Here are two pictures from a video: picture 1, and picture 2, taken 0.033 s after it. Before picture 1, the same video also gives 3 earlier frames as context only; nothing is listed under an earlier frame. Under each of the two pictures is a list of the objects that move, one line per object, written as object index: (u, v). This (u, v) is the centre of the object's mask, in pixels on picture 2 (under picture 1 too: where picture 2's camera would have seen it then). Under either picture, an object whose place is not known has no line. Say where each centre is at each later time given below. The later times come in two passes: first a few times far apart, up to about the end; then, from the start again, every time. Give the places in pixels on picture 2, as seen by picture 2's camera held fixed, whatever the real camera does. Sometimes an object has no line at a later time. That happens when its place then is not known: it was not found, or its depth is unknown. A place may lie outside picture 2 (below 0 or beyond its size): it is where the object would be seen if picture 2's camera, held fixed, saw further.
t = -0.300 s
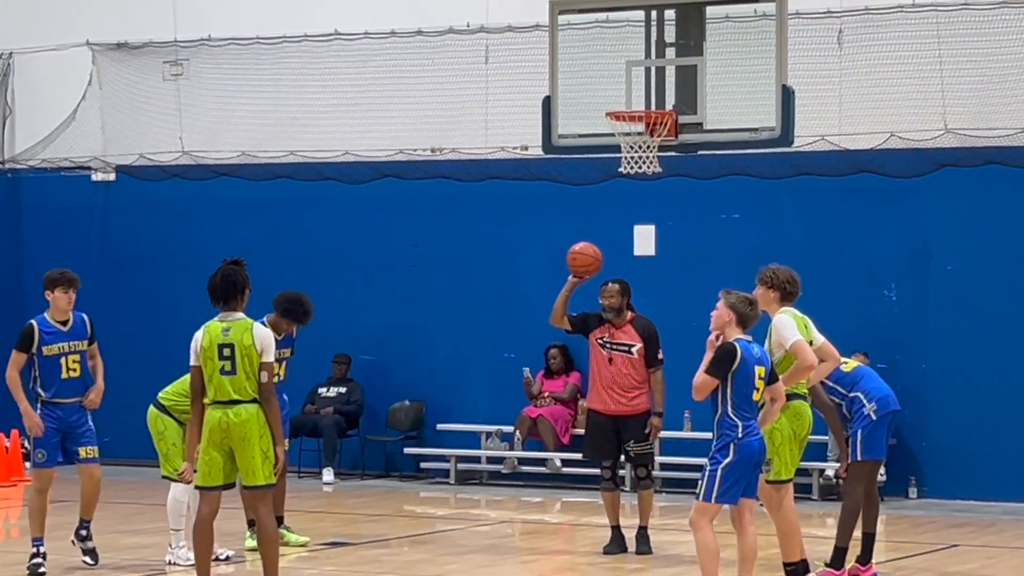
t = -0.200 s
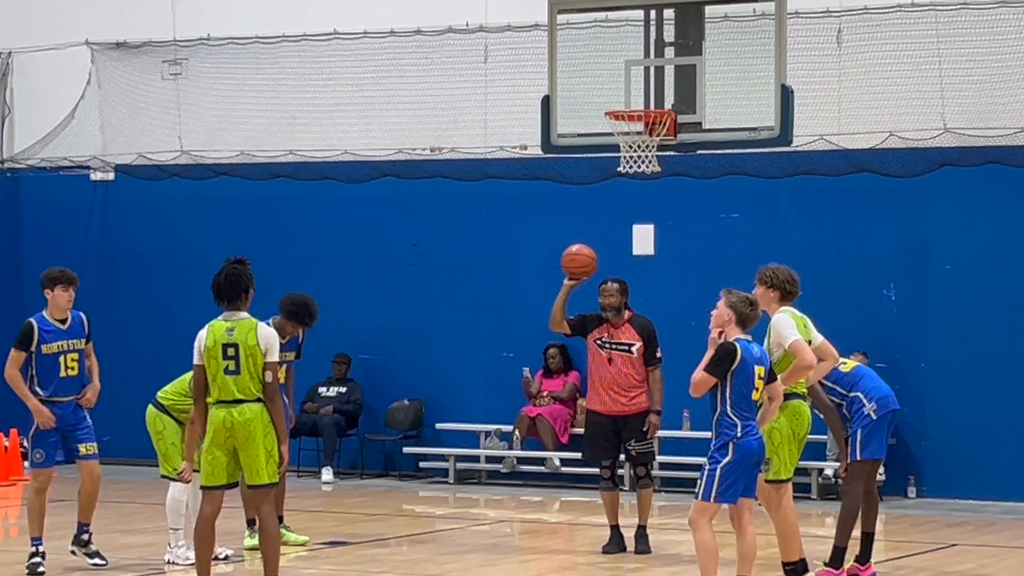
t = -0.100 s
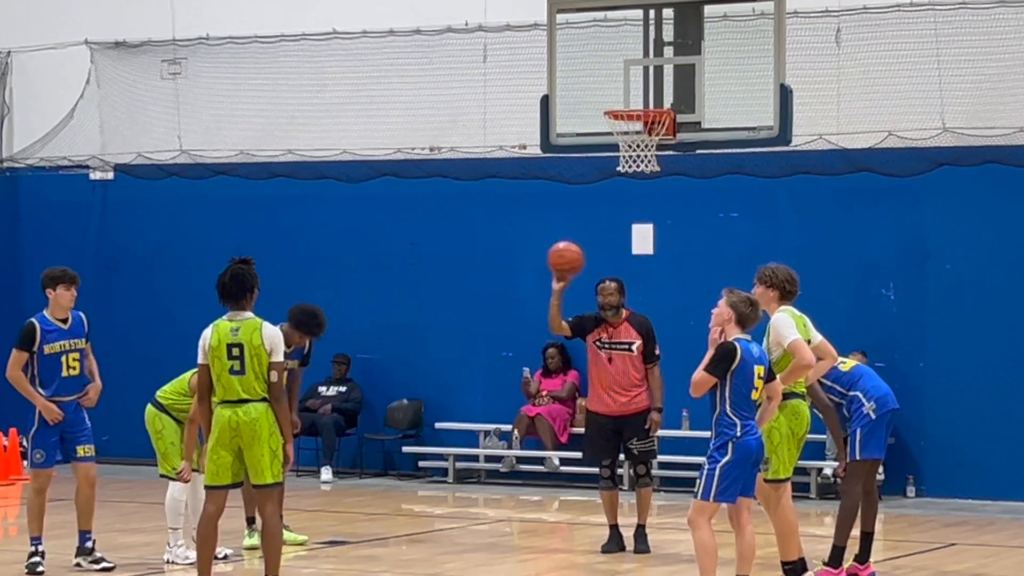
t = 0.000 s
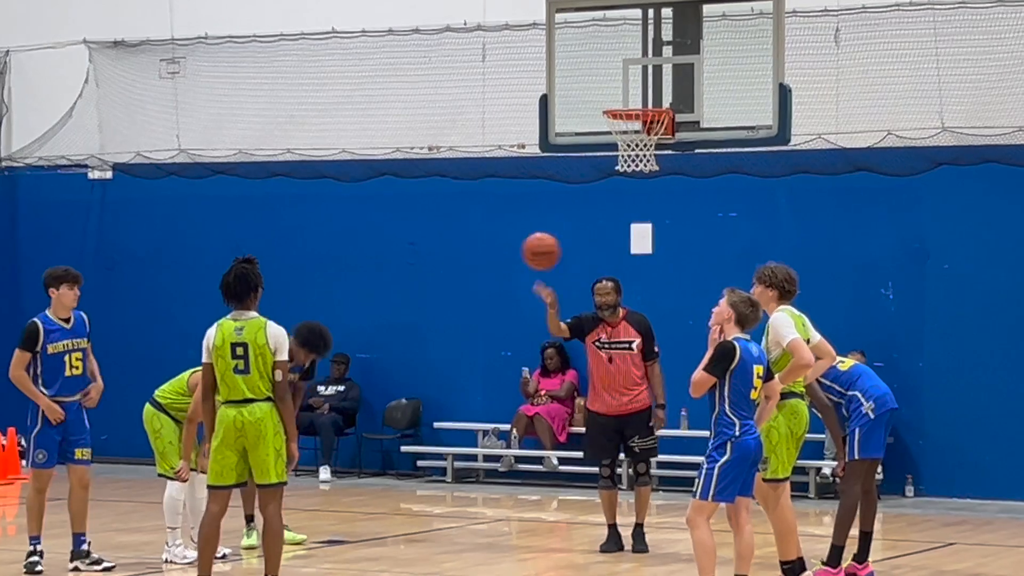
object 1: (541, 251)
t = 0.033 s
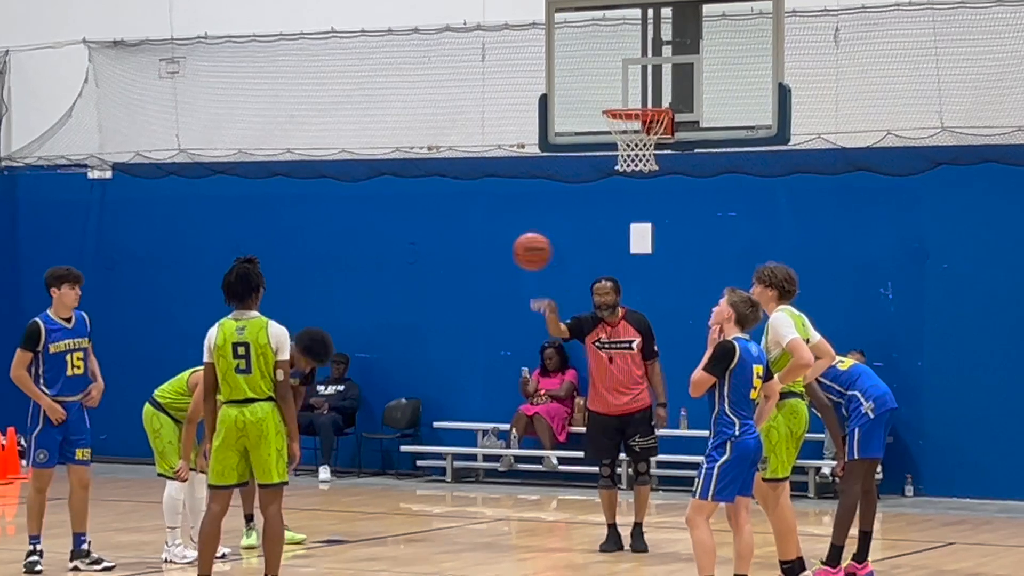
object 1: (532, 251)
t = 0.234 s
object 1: (478, 288)
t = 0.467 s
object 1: (408, 415)
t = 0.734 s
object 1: (337, 513)
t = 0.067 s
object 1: (523, 253)
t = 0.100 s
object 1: (515, 256)
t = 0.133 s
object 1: (505, 262)
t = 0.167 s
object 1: (496, 269)
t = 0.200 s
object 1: (487, 277)
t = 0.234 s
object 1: (478, 288)
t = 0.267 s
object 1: (468, 300)
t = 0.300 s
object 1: (459, 314)
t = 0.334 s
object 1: (449, 331)
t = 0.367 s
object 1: (440, 348)
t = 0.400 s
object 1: (429, 369)
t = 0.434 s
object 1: (420, 390)
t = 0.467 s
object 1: (408, 415)
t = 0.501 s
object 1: (398, 441)
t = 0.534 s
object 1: (388, 468)
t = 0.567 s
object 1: (378, 499)
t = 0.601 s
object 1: (367, 533)
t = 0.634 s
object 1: (357, 564)
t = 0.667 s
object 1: (350, 562)
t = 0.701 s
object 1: (343, 538)
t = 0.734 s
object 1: (337, 513)
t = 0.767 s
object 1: (331, 492)
